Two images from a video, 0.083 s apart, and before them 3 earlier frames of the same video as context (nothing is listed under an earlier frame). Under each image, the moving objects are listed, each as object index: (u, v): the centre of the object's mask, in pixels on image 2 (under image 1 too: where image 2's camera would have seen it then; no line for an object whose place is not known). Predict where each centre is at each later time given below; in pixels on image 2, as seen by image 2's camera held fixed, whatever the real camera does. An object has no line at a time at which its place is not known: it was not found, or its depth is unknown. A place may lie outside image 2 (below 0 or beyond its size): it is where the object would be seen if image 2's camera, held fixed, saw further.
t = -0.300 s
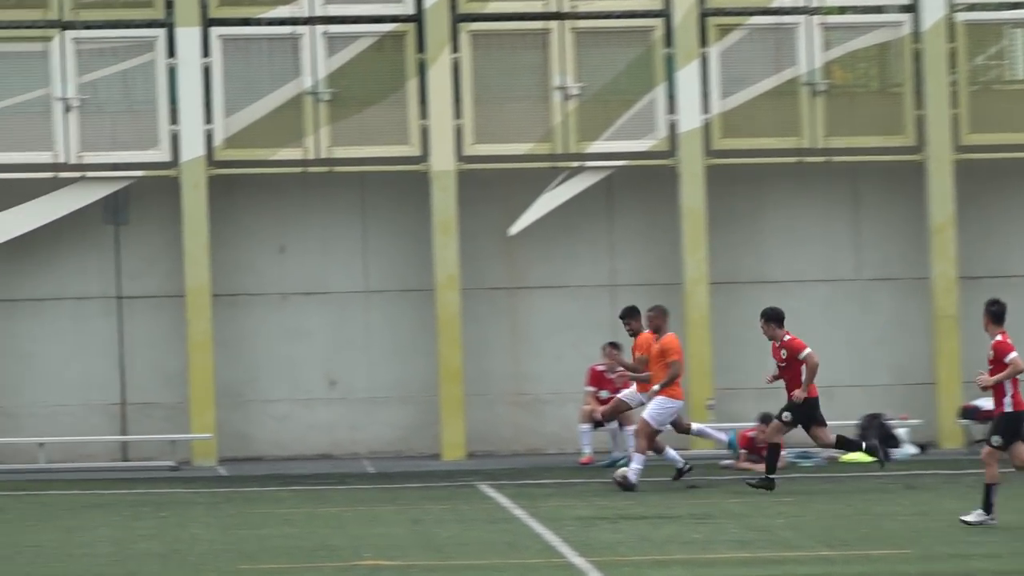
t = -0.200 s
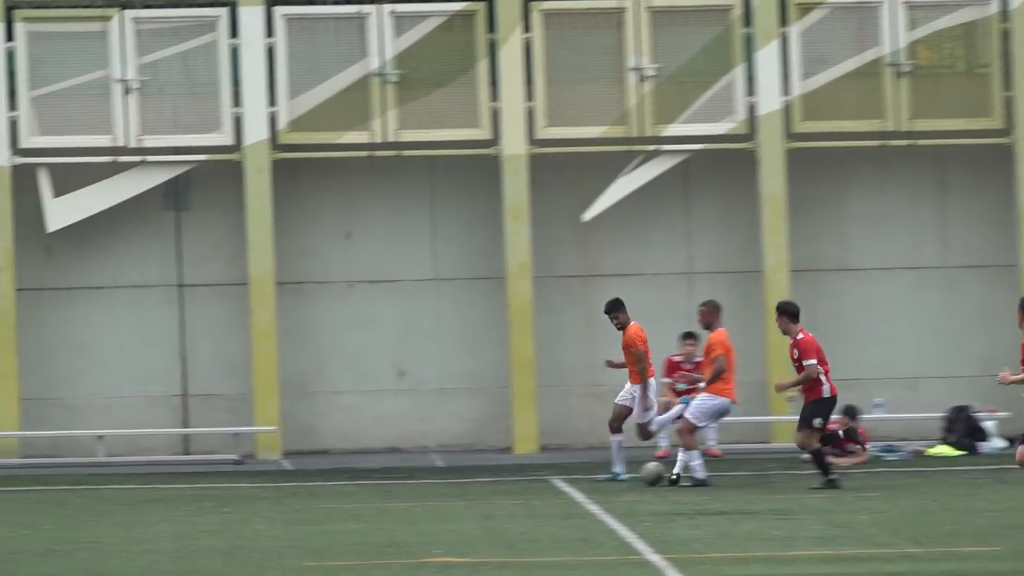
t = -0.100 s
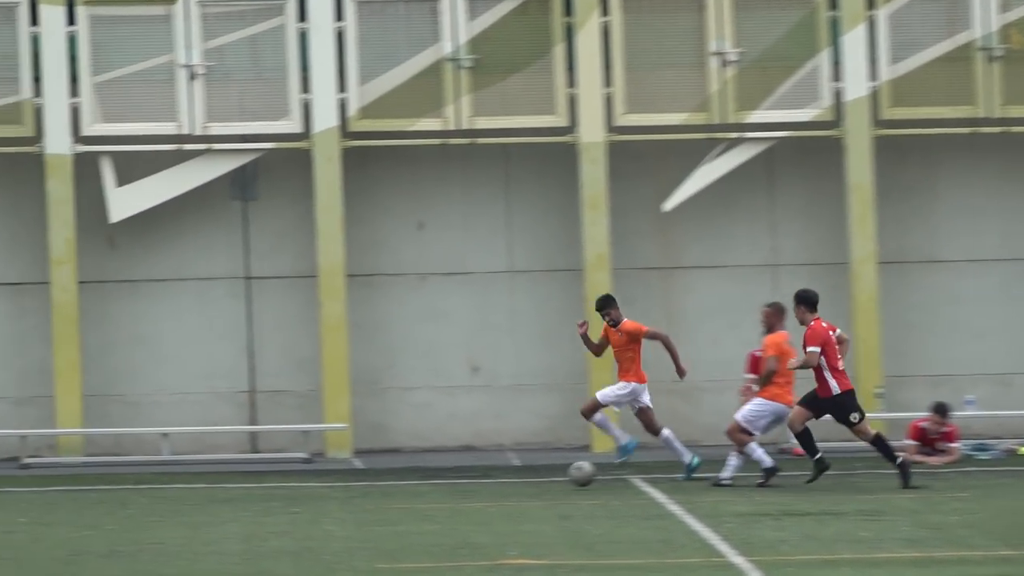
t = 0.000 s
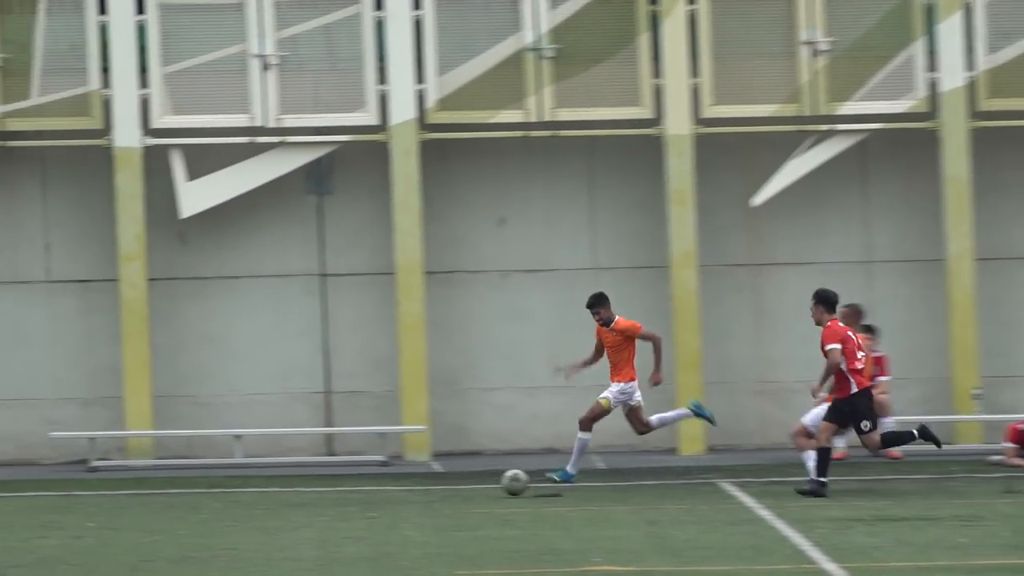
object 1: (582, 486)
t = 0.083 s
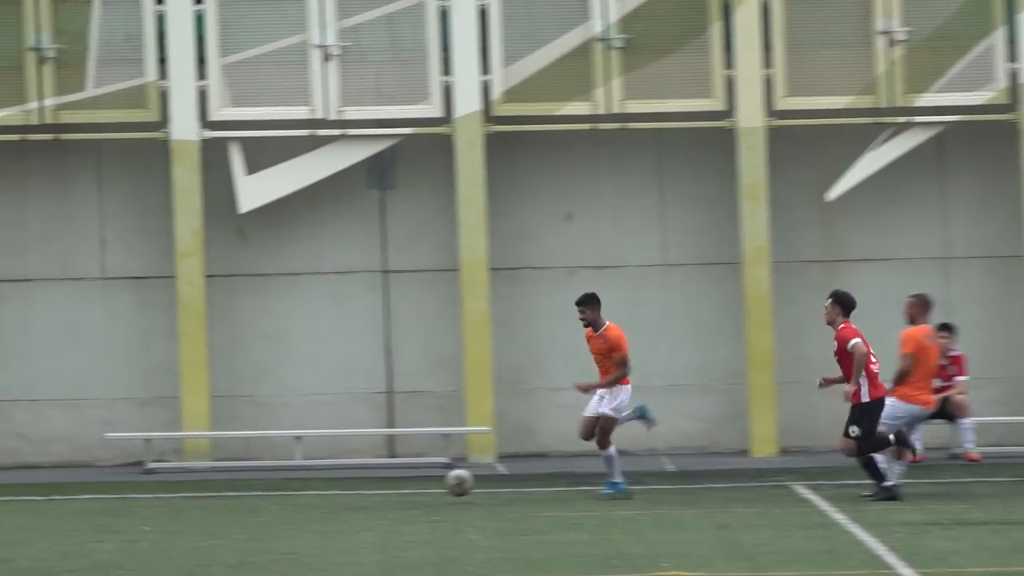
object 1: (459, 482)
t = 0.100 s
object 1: (435, 483)
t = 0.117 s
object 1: (410, 484)
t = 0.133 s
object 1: (385, 485)
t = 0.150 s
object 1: (361, 486)
